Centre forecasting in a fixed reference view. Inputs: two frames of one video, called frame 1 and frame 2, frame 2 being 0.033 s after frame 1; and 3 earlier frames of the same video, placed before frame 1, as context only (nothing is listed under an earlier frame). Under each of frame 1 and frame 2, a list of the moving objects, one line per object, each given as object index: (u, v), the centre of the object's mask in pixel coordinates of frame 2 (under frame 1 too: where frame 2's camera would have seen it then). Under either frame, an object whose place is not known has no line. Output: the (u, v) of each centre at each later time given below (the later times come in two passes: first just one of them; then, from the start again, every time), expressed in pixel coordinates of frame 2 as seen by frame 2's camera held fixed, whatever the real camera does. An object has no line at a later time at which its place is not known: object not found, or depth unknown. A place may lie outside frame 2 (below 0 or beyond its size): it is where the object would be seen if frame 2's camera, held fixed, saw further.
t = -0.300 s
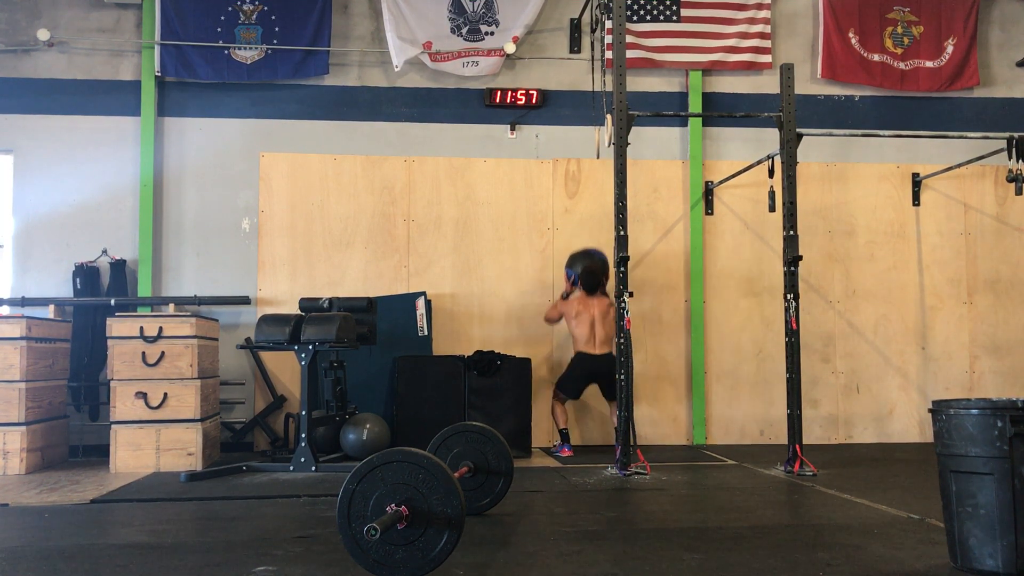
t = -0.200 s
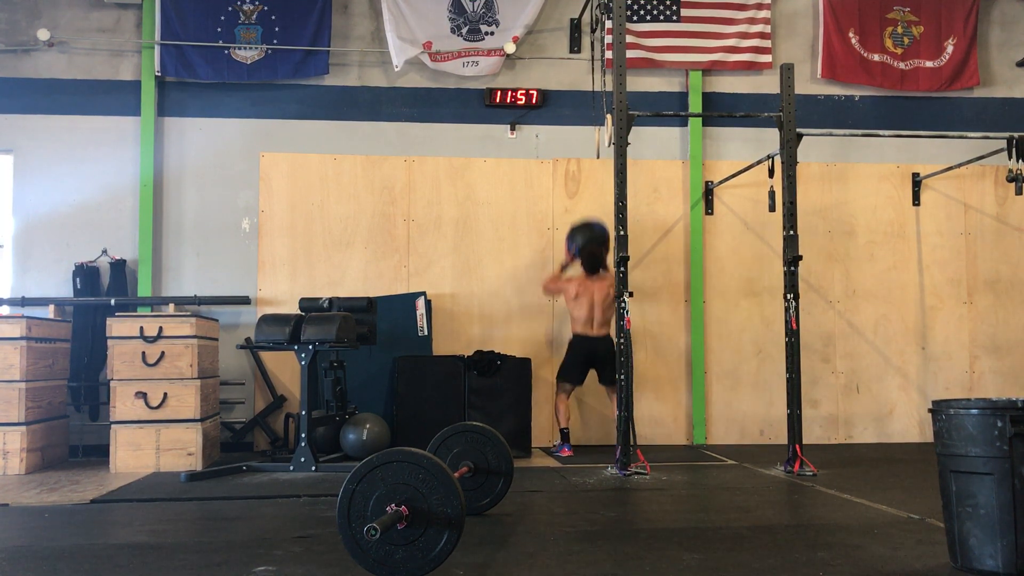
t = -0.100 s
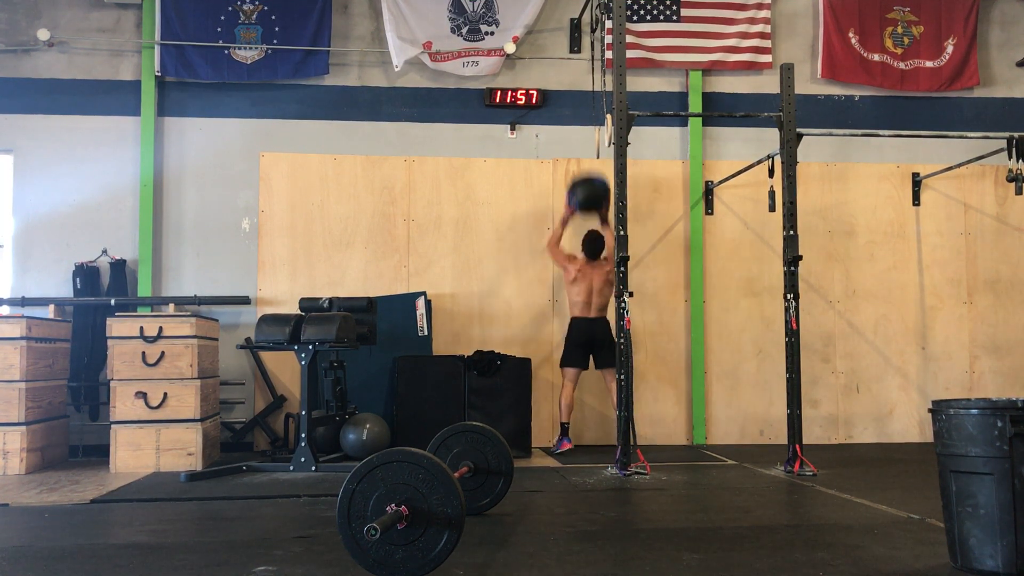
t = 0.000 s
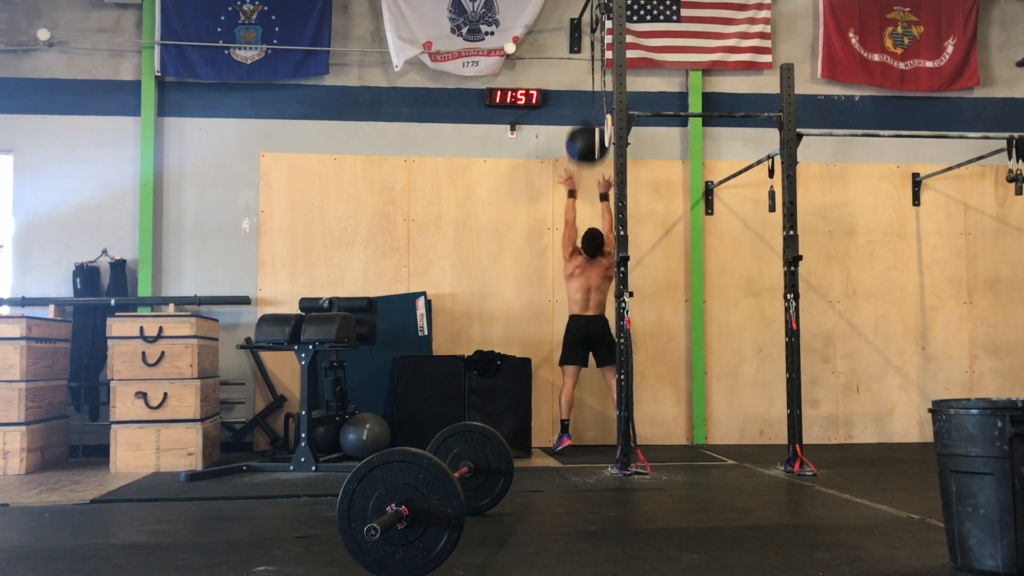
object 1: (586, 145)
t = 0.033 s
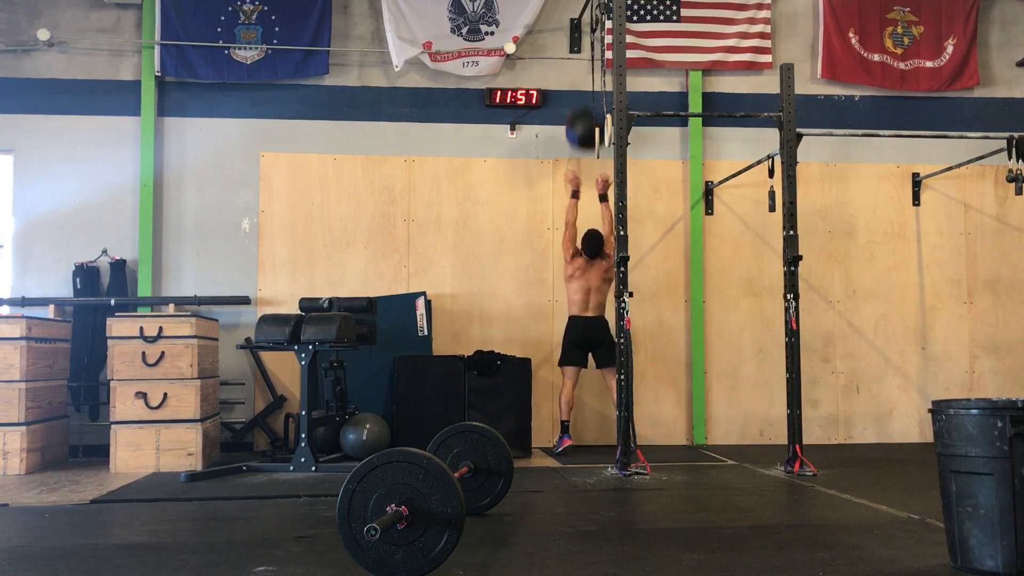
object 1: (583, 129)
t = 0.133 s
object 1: (584, 95)
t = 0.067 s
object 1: (583, 116)
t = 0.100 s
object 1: (584, 105)
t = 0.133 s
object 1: (584, 95)
